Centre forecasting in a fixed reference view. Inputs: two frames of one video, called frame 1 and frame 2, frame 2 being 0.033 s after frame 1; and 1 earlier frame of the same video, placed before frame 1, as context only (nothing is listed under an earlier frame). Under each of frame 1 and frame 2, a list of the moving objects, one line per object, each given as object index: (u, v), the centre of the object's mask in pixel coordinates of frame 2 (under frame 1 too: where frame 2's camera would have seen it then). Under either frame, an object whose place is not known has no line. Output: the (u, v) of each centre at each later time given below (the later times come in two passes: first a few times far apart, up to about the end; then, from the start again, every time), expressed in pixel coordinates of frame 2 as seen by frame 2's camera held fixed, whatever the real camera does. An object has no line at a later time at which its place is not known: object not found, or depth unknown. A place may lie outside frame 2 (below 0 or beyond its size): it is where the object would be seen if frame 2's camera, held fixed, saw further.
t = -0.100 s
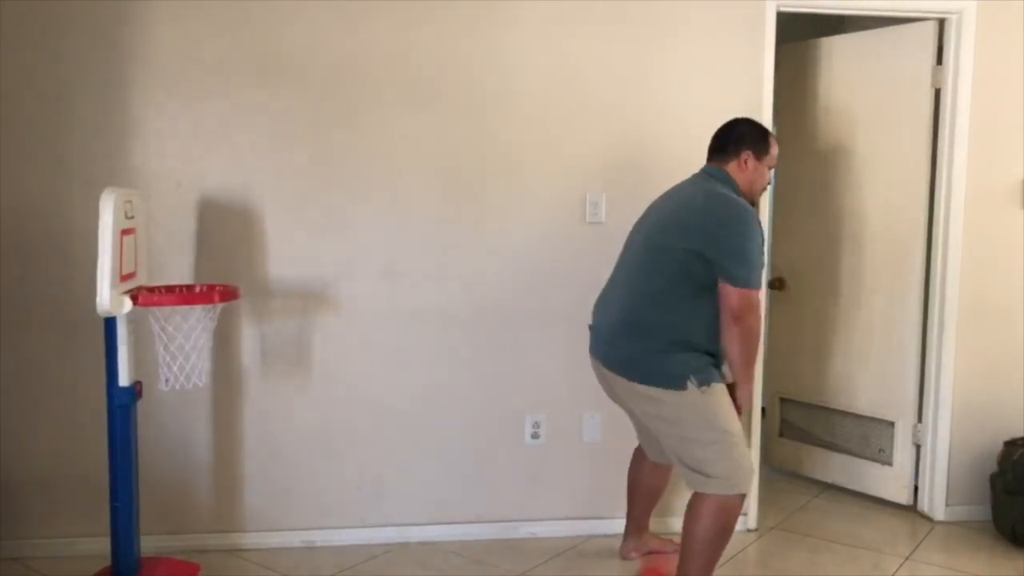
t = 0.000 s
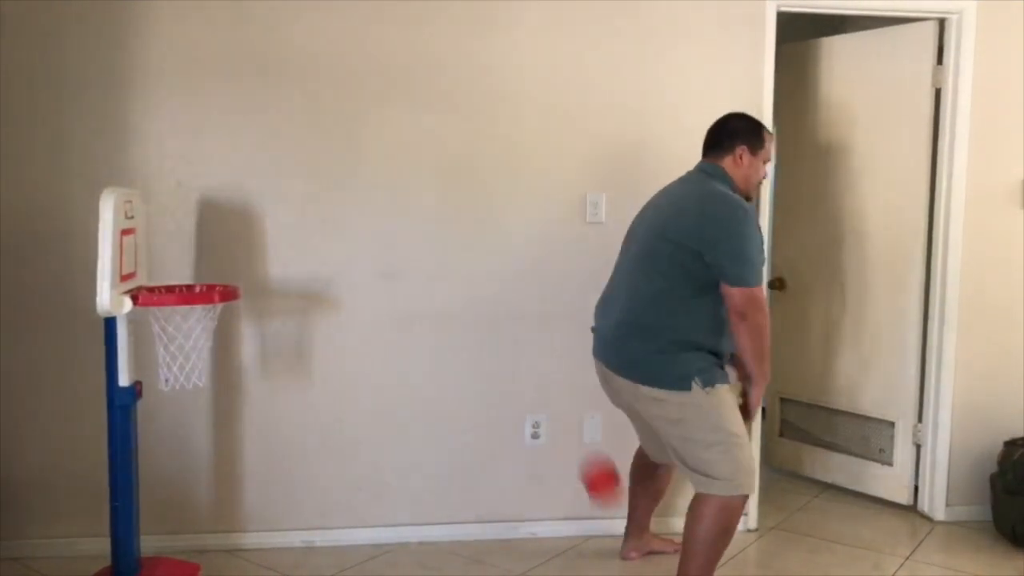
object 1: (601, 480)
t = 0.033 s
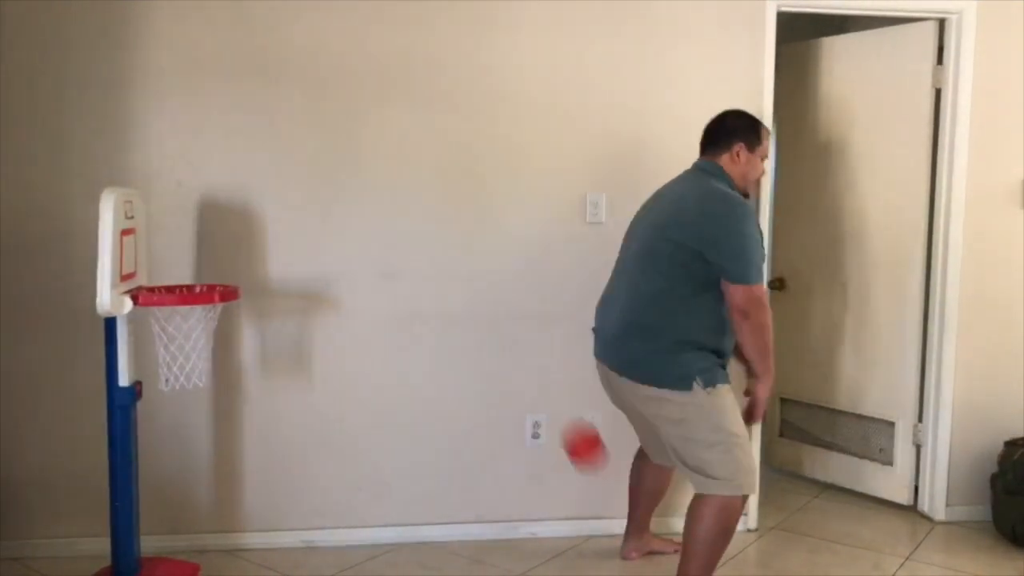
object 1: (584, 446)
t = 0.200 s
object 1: (491, 322)
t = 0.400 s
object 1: (371, 286)
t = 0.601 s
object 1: (244, 382)
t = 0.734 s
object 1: (162, 525)
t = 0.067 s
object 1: (566, 415)
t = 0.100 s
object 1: (547, 386)
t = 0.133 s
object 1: (529, 362)
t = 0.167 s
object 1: (510, 340)
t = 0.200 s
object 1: (491, 322)
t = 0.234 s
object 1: (471, 308)
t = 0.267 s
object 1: (453, 296)
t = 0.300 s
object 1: (432, 287)
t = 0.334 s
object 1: (412, 283)
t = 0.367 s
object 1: (392, 283)
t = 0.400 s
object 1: (371, 286)
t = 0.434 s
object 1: (350, 292)
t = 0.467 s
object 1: (329, 303)
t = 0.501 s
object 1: (309, 316)
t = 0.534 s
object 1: (287, 335)
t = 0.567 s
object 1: (266, 356)
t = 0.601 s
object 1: (244, 382)
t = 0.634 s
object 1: (224, 413)
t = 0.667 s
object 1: (202, 447)
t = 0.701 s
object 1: (182, 485)
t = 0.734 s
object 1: (162, 525)
